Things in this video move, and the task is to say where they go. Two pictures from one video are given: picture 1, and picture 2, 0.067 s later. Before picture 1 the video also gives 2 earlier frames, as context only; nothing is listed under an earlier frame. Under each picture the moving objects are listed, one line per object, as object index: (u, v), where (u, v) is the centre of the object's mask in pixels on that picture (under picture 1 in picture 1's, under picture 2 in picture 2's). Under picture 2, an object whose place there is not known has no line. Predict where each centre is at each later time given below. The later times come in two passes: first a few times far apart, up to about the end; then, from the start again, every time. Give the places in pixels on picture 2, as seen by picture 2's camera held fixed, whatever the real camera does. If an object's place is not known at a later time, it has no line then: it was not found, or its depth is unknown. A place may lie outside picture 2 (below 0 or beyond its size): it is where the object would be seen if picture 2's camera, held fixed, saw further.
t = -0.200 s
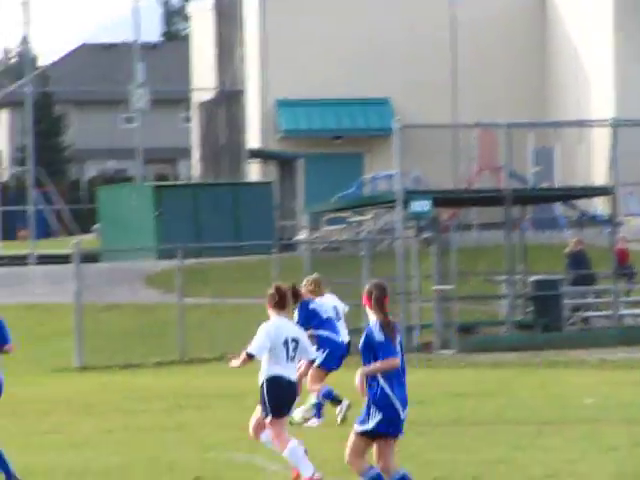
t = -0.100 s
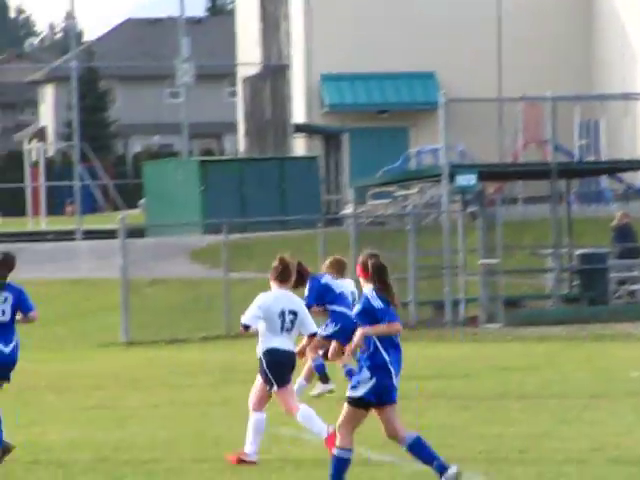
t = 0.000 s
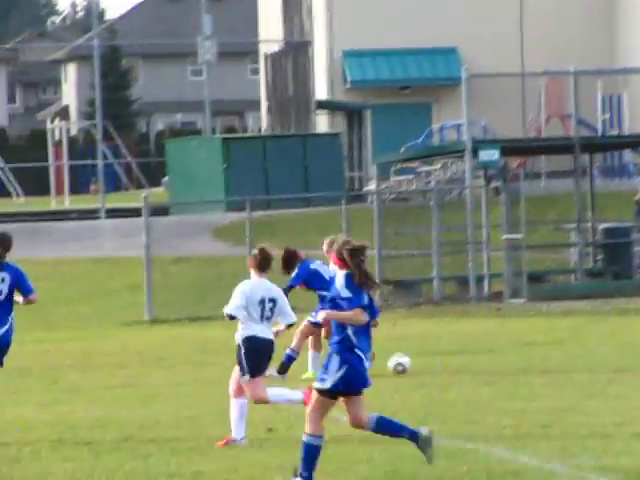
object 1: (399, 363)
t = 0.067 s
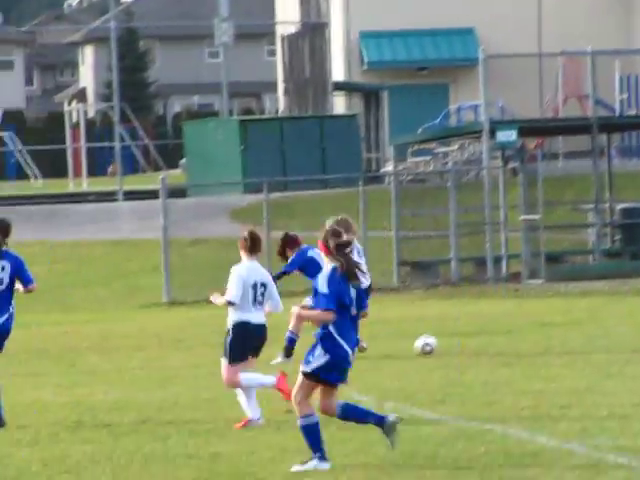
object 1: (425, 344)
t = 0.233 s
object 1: (447, 344)
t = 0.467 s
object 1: (475, 344)
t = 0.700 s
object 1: (499, 345)
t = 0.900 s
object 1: (519, 345)
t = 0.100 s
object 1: (429, 344)
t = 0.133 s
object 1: (434, 344)
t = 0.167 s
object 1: (438, 345)
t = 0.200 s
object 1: (443, 345)
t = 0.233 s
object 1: (447, 344)
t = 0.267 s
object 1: (451, 344)
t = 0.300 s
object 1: (455, 344)
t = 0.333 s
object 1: (459, 345)
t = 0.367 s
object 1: (463, 345)
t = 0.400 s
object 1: (467, 344)
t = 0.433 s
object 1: (471, 345)
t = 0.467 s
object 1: (475, 344)
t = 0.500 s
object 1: (478, 345)
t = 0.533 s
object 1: (482, 345)
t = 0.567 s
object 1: (485, 345)
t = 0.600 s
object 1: (489, 345)
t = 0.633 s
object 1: (493, 346)
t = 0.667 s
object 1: (496, 345)
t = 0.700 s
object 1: (499, 345)
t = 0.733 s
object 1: (503, 345)
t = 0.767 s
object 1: (506, 346)
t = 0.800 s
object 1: (509, 346)
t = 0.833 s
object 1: (513, 345)
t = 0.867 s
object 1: (516, 344)
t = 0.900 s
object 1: (519, 345)
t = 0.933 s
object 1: (523, 346)
